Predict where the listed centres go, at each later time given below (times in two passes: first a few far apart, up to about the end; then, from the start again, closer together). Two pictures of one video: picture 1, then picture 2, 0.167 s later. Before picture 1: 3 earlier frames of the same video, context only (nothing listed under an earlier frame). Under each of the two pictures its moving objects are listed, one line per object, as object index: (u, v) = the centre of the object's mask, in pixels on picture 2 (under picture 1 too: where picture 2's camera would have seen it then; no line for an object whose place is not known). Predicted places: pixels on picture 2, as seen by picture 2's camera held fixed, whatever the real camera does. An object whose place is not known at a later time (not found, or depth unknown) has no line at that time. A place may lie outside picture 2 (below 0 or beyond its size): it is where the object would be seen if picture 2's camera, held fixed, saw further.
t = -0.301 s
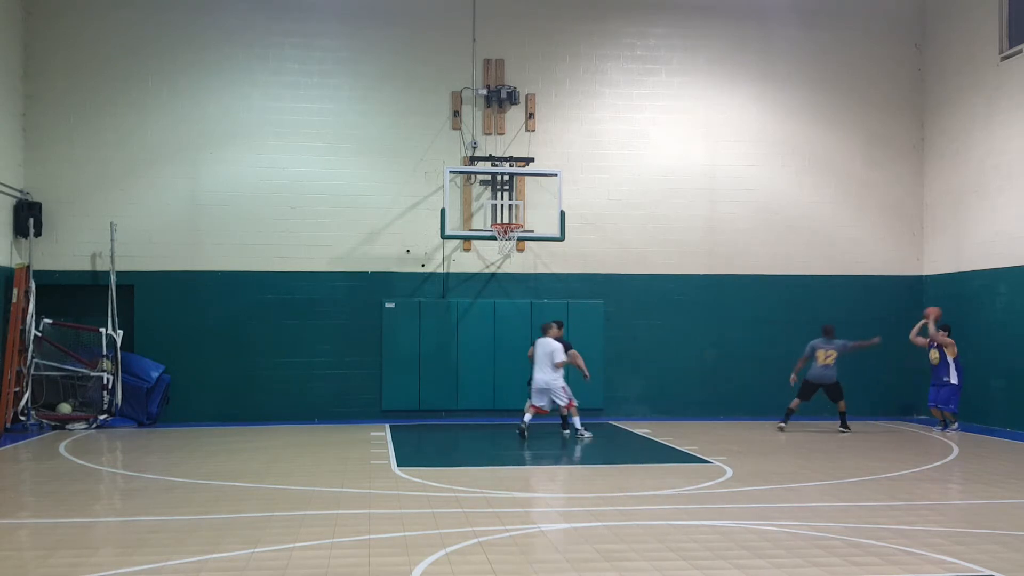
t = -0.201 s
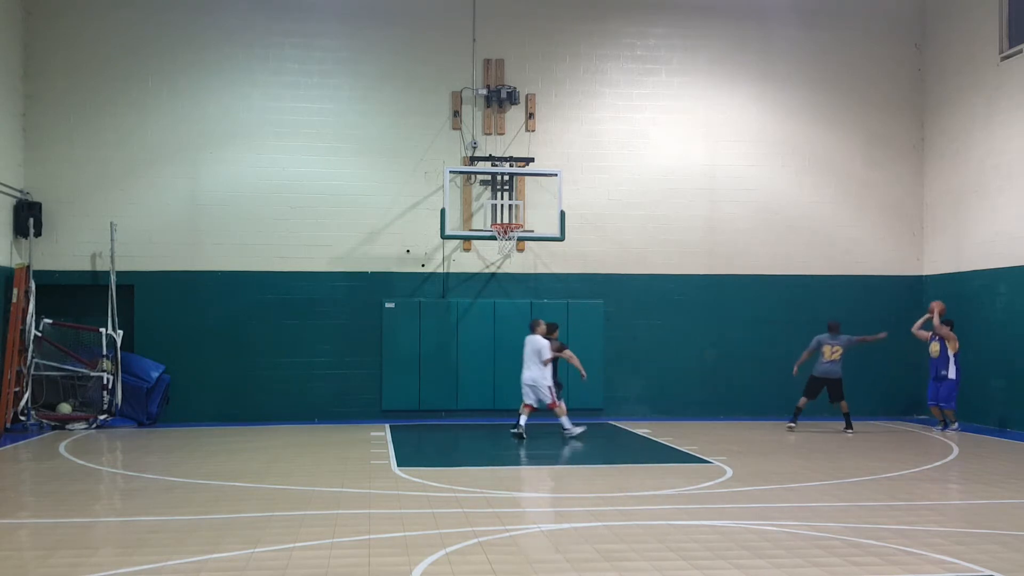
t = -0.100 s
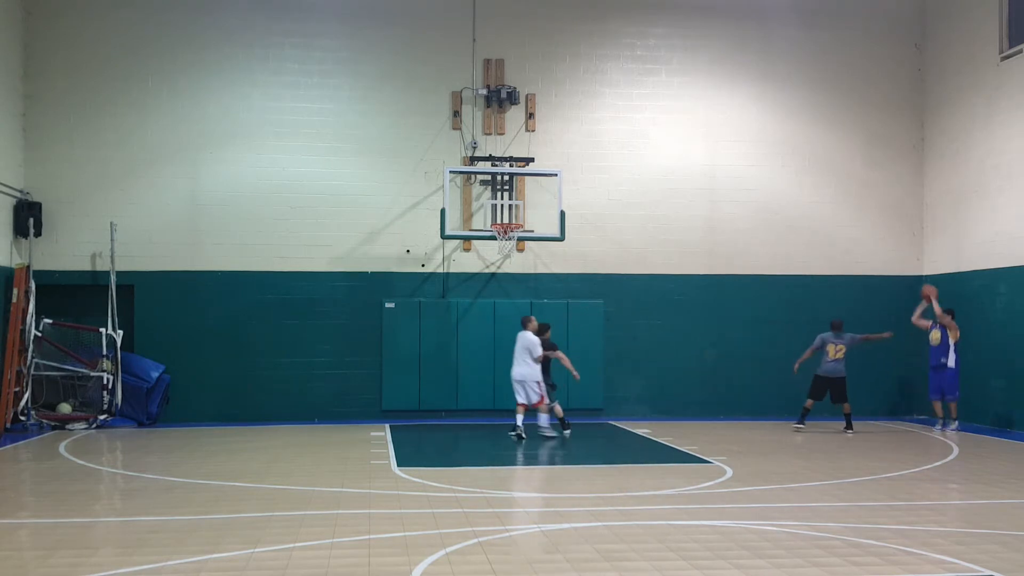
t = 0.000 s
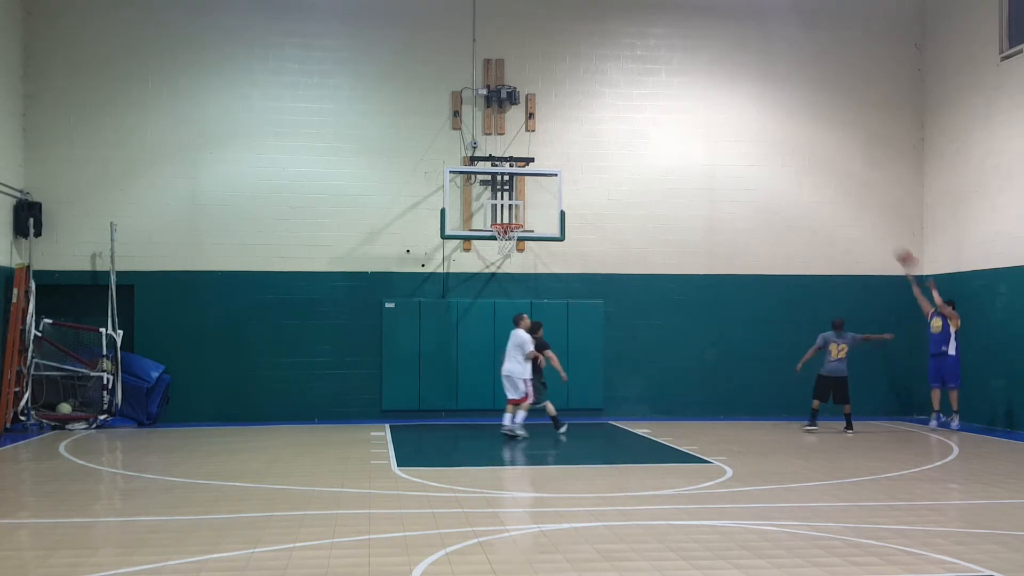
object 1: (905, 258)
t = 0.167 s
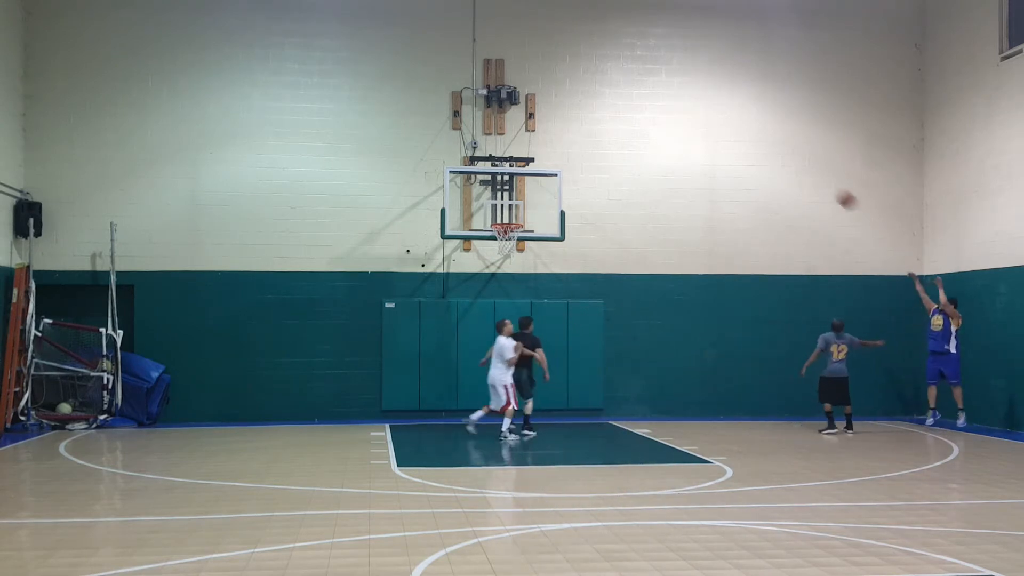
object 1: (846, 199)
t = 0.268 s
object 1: (810, 173)
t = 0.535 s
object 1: (718, 134)
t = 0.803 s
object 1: (628, 140)
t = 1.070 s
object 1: (540, 193)
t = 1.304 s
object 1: (496, 248)
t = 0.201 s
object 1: (834, 190)
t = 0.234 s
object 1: (822, 181)
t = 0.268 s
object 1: (810, 173)
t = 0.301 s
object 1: (799, 166)
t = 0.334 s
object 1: (787, 159)
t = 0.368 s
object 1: (776, 153)
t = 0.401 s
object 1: (764, 148)
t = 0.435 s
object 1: (753, 143)
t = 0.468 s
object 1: (741, 139)
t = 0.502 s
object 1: (730, 136)
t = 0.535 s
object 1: (718, 134)
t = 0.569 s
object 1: (707, 132)
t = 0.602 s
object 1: (695, 131)
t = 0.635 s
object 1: (684, 131)
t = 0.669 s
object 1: (673, 131)
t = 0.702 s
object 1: (662, 133)
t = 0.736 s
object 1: (650, 134)
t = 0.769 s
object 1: (639, 136)
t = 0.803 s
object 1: (628, 140)
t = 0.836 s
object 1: (617, 144)
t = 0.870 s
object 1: (606, 149)
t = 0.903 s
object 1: (595, 155)
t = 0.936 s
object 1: (584, 161)
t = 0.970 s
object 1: (573, 167)
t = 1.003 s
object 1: (563, 174)
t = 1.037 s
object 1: (551, 184)
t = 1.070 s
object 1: (540, 193)
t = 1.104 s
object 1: (530, 202)
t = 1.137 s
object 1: (519, 213)
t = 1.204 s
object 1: (501, 231)
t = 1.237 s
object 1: (496, 238)
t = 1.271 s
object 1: (496, 241)
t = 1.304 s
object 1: (496, 248)
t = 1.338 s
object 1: (497, 251)
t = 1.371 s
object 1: (497, 256)
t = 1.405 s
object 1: (498, 262)
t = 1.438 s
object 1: (498, 269)
